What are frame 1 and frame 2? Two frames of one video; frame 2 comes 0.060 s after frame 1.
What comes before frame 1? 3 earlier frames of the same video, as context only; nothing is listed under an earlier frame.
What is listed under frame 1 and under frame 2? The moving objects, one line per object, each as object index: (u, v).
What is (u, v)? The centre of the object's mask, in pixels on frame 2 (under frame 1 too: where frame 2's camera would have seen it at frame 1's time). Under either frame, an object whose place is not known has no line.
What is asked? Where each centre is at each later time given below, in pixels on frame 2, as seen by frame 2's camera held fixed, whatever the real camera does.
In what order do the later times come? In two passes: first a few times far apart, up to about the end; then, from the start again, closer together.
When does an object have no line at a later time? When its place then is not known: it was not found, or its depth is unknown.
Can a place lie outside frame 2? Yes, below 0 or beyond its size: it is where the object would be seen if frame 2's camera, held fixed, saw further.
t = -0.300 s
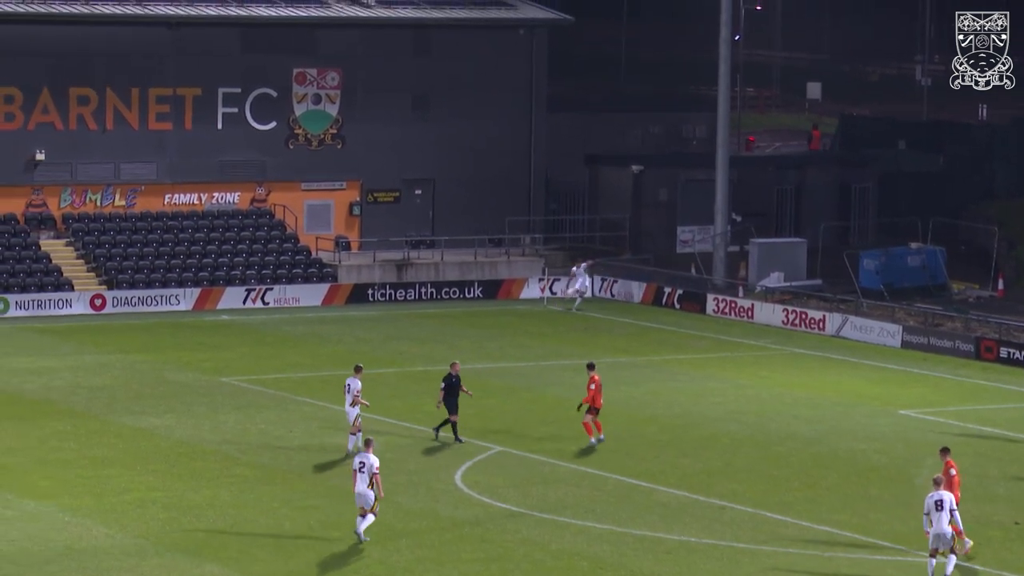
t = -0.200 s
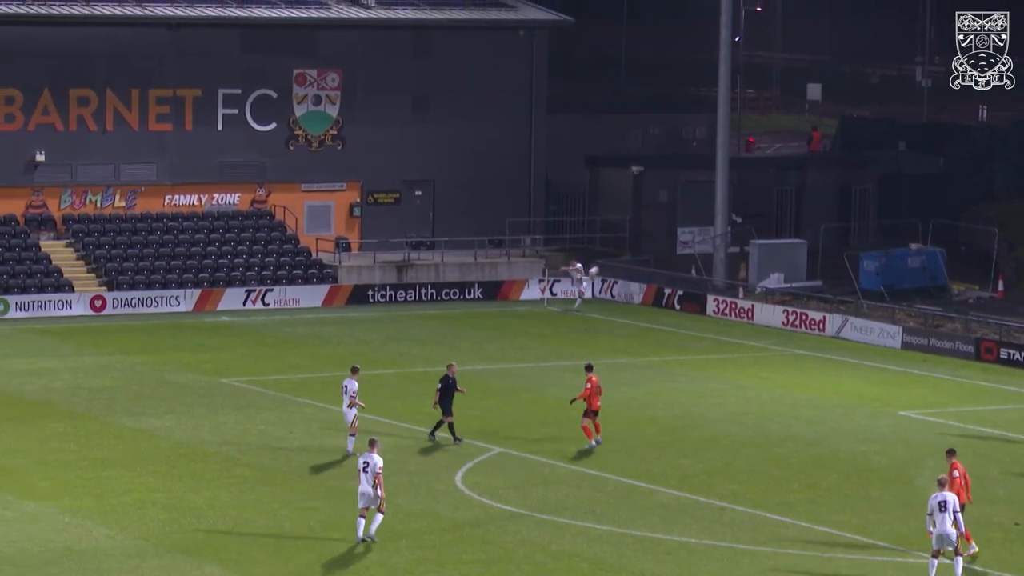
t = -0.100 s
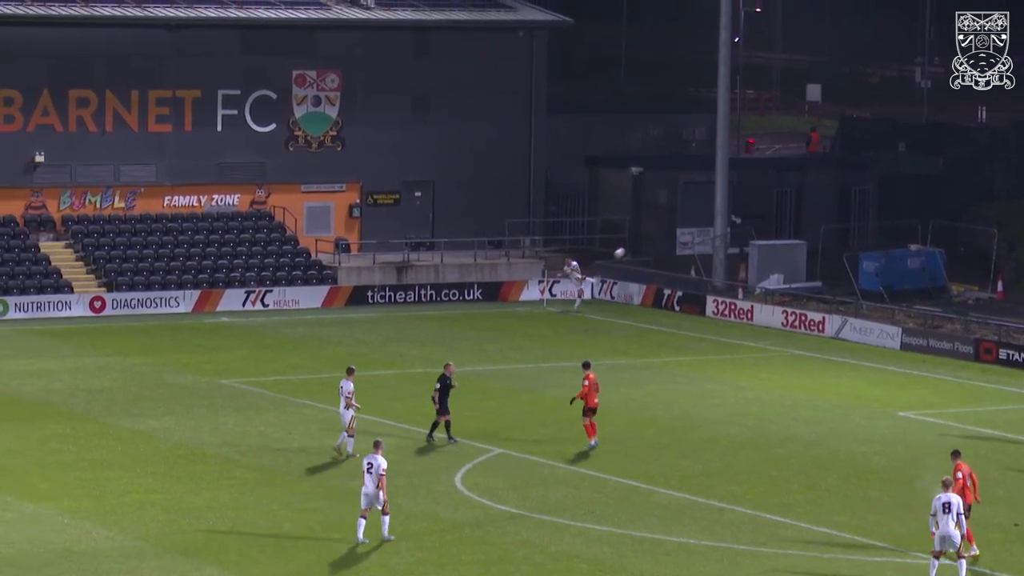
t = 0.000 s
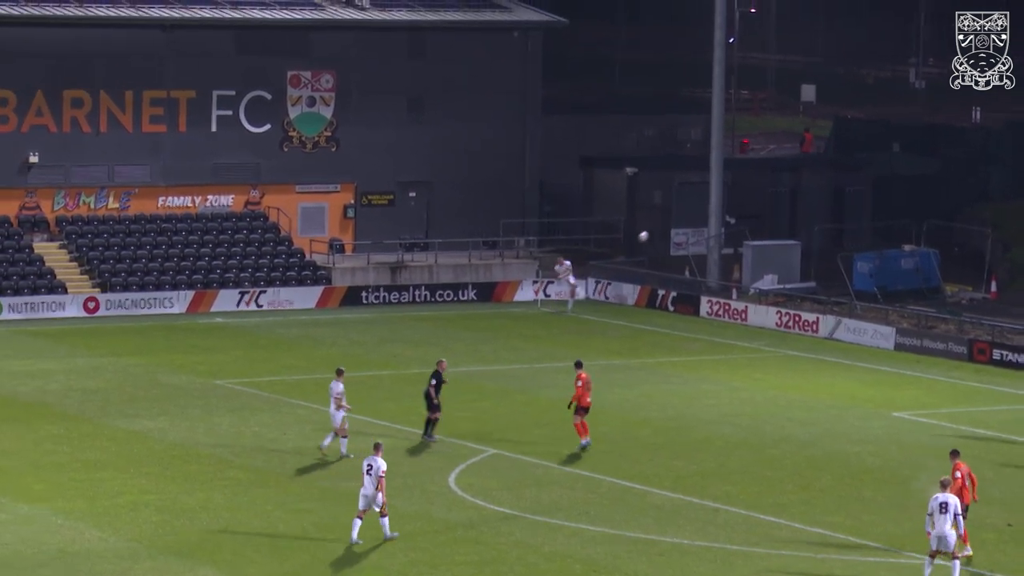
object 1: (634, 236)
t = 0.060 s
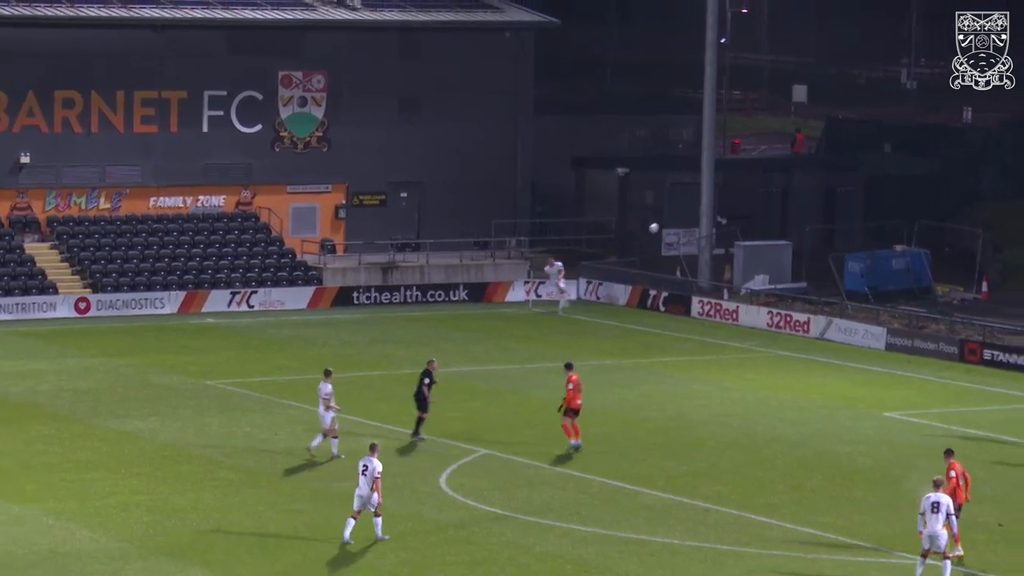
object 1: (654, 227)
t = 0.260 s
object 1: (725, 208)
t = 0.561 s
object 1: (853, 205)
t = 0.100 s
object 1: (667, 222)
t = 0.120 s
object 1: (674, 220)
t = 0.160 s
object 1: (688, 216)
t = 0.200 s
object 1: (702, 212)
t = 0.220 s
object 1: (710, 210)
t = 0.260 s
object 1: (725, 208)
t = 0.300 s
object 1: (741, 205)
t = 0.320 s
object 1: (749, 204)
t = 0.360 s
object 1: (765, 203)
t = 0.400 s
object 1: (782, 202)
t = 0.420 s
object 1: (790, 202)
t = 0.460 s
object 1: (808, 202)
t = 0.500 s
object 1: (826, 203)
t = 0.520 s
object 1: (835, 203)
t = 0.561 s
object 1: (853, 205)
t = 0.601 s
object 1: (872, 208)
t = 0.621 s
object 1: (882, 209)
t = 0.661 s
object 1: (901, 213)
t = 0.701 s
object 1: (921, 217)
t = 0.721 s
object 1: (932, 219)
